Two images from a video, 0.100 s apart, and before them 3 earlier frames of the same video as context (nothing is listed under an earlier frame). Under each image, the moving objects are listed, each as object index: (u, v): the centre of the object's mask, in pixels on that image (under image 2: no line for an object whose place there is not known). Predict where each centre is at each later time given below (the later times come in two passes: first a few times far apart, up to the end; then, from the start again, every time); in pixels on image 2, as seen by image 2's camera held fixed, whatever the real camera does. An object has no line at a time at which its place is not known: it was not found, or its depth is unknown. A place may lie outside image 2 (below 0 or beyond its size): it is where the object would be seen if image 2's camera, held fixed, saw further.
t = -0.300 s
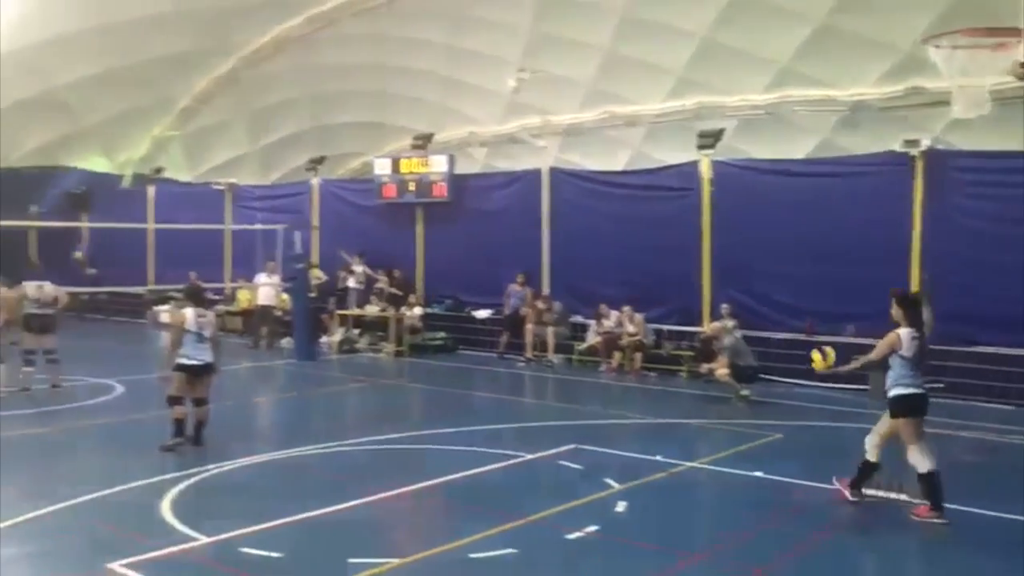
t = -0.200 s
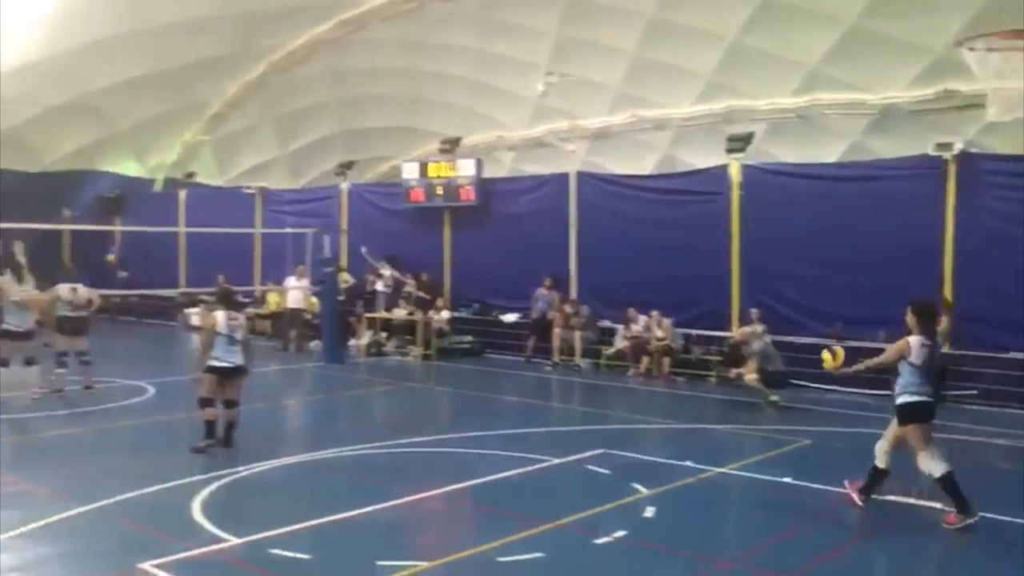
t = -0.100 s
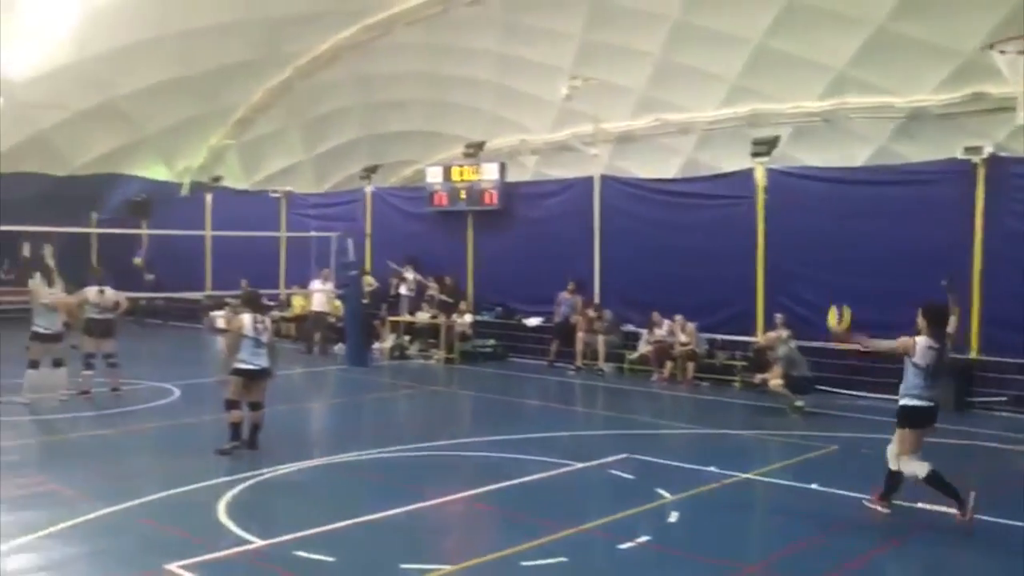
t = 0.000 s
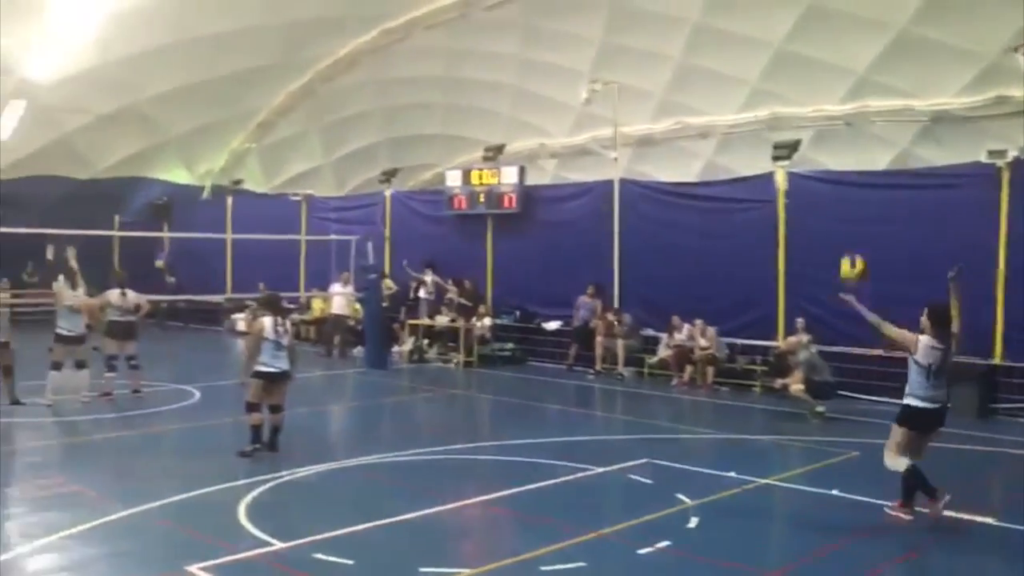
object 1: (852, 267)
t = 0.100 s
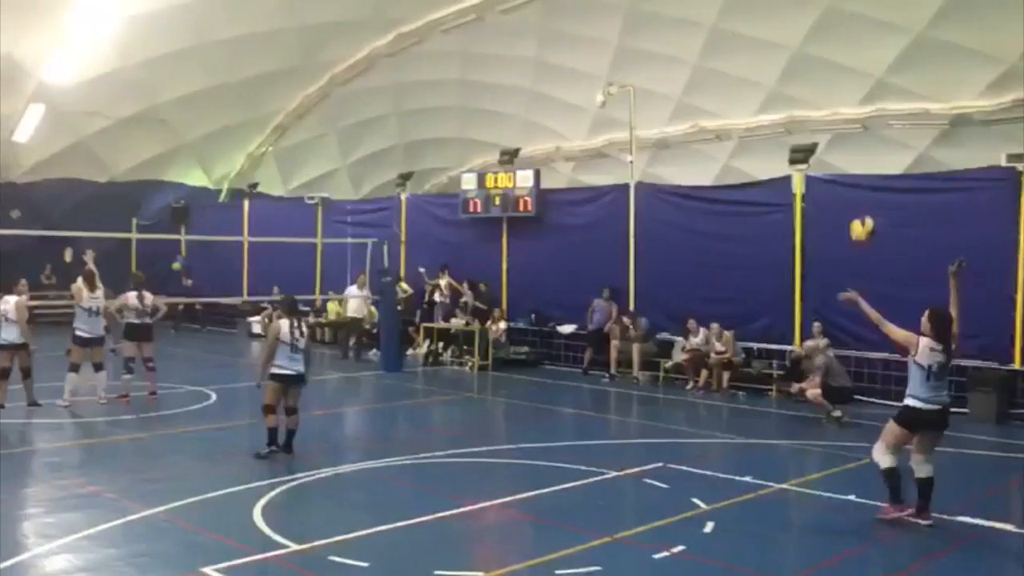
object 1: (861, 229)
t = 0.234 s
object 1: (852, 191)
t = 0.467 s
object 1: (837, 175)
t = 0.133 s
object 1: (859, 217)
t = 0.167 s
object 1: (857, 207)
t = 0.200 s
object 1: (855, 198)
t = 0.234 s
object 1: (852, 191)
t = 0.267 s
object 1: (850, 185)
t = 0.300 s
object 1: (848, 181)
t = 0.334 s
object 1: (847, 177)
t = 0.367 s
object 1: (844, 174)
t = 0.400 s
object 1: (842, 173)
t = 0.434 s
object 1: (839, 173)
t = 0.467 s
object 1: (837, 175)
